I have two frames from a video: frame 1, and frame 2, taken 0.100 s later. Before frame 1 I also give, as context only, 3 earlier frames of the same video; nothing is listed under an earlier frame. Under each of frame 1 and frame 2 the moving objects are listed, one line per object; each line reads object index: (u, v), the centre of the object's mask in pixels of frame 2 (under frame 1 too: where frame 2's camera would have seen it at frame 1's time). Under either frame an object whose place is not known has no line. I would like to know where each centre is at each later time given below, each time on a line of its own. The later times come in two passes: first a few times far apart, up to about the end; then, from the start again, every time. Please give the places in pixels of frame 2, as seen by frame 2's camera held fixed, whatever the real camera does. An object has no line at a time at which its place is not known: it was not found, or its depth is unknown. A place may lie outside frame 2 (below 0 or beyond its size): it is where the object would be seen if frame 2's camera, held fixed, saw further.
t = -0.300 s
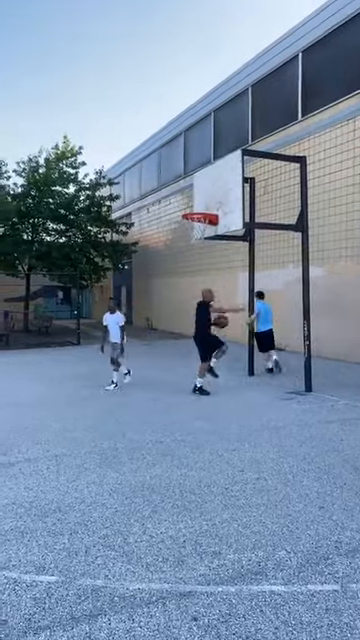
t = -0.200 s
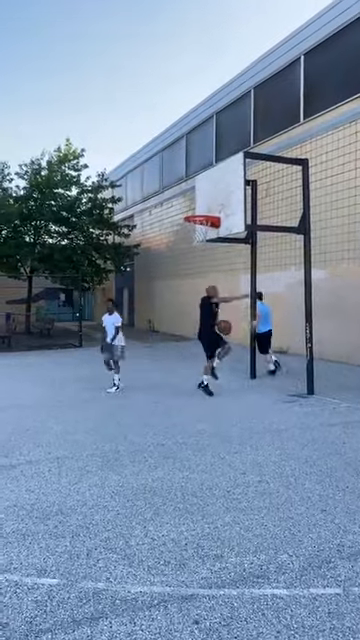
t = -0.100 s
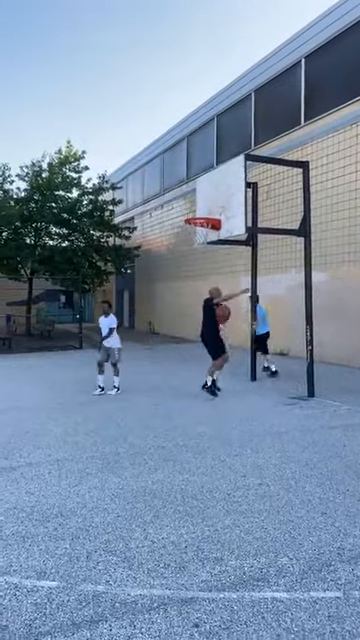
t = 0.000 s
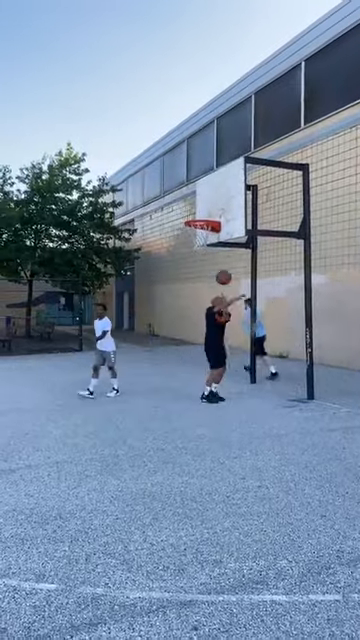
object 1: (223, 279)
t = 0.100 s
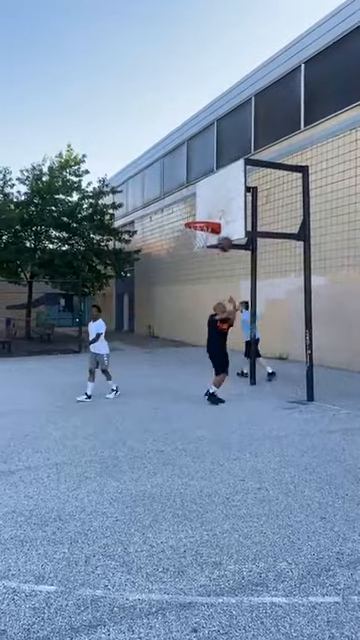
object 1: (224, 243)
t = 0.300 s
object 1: (228, 195)
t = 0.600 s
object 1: (209, 191)
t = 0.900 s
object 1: (200, 204)
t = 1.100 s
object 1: (202, 204)
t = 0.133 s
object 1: (225, 234)
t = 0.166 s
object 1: (226, 224)
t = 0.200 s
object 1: (225, 216)
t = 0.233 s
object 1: (226, 208)
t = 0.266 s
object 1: (227, 201)
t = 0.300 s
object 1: (228, 195)
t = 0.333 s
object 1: (227, 191)
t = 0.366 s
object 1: (225, 189)
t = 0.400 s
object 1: (222, 187)
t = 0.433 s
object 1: (220, 186)
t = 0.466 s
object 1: (218, 185)
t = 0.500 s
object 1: (216, 186)
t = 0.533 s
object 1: (214, 187)
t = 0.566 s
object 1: (212, 188)
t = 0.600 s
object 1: (209, 191)
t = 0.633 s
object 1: (207, 194)
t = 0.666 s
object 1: (205, 197)
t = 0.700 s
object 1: (203, 201)
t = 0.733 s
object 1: (201, 206)
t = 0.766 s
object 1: (199, 211)
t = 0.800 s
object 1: (199, 212)
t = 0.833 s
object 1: (199, 209)
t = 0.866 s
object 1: (199, 206)
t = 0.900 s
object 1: (200, 204)
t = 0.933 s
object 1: (200, 202)
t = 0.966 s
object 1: (200, 201)
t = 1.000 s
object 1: (201, 201)
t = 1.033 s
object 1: (201, 201)
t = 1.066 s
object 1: (202, 202)
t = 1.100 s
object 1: (202, 204)
